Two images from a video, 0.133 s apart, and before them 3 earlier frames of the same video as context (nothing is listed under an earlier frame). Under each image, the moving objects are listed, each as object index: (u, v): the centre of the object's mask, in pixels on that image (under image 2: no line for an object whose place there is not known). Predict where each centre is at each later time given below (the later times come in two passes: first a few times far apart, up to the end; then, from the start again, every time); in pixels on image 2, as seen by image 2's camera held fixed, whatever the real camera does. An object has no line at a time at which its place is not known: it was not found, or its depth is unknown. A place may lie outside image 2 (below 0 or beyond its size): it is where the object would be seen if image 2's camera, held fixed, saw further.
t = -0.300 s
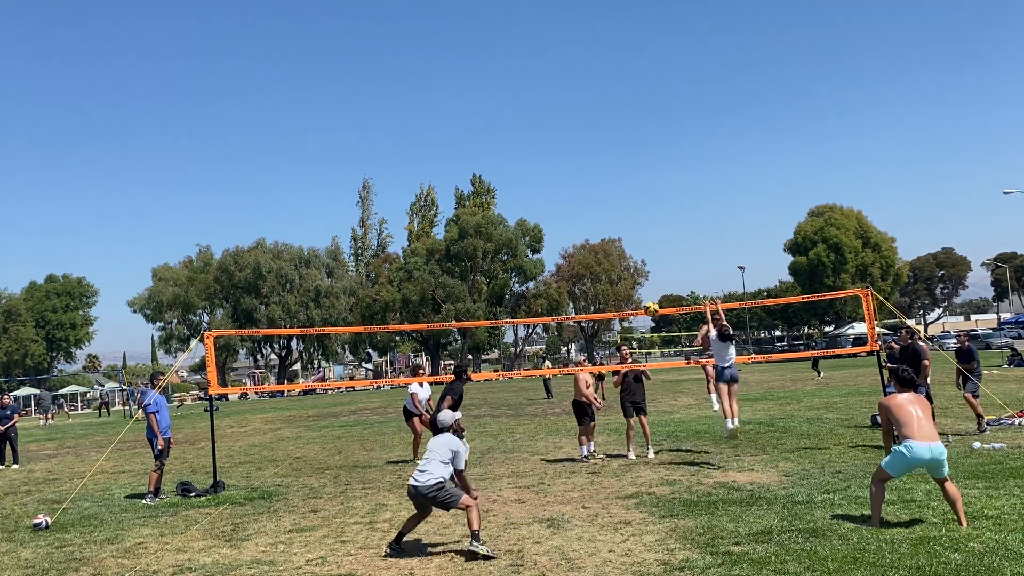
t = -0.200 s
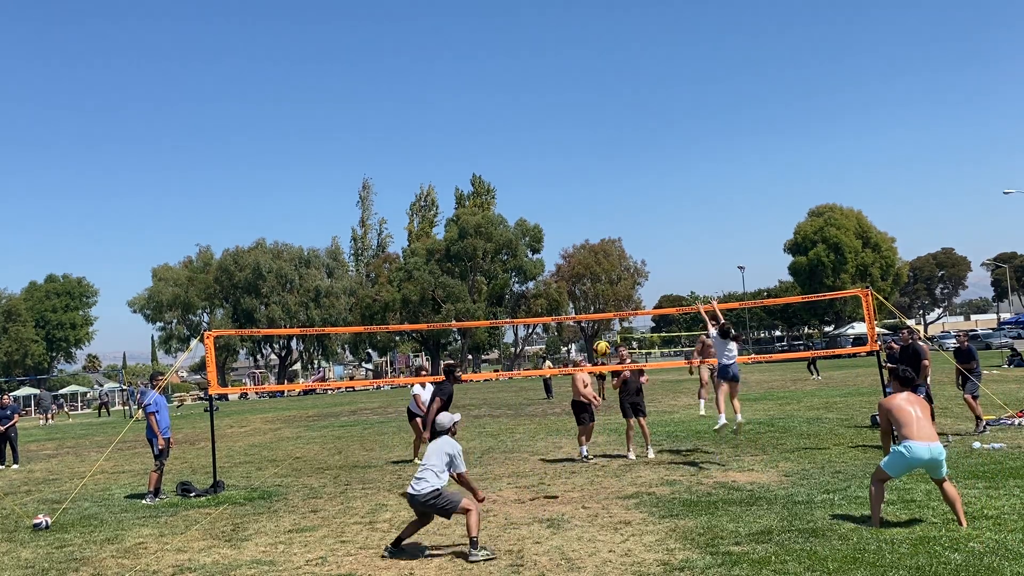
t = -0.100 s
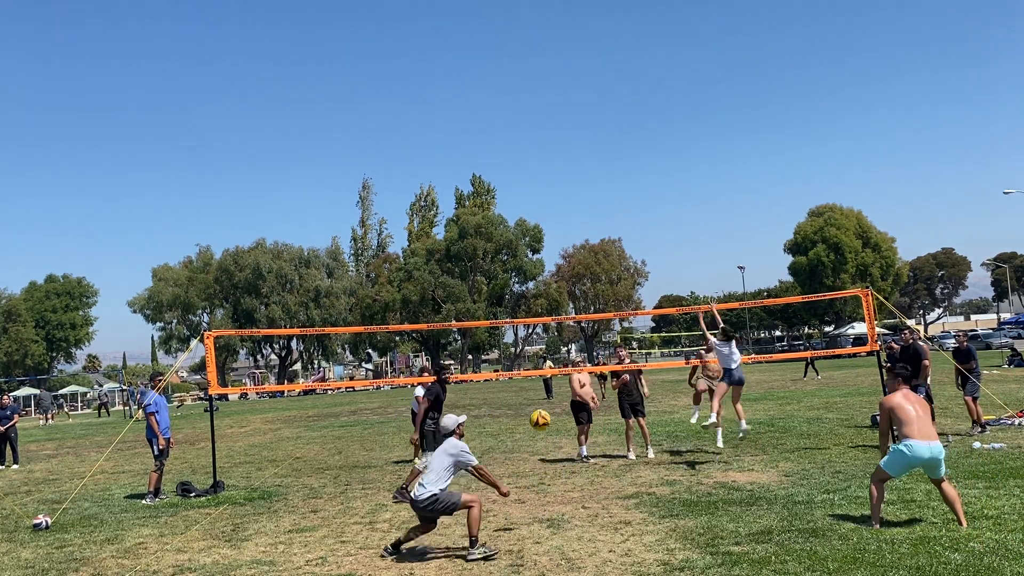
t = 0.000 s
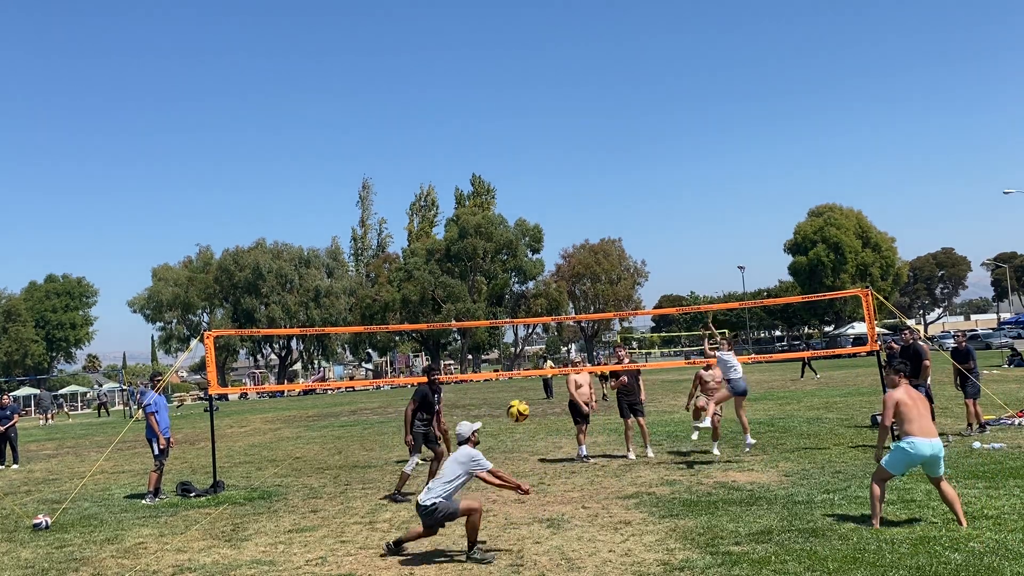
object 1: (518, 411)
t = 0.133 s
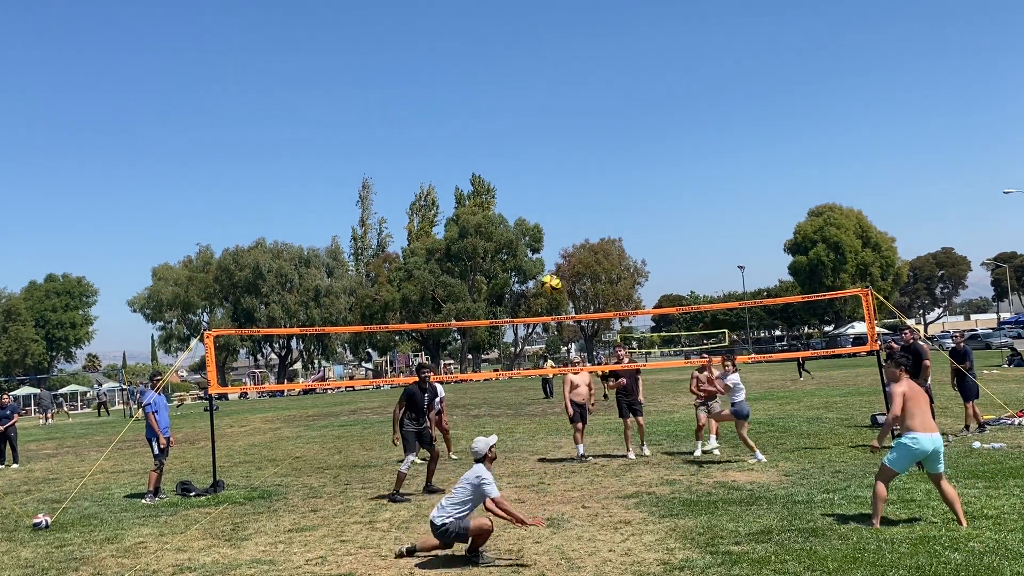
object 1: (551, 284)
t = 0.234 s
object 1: (573, 212)
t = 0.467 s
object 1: (625, 91)
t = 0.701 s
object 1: (673, 30)
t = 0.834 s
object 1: (700, 18)
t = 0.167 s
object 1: (558, 259)
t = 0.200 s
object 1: (566, 234)
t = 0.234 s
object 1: (573, 212)
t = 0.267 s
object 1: (581, 190)
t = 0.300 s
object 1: (588, 170)
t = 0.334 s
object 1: (596, 152)
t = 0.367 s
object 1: (603, 135)
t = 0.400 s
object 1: (610, 119)
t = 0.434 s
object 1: (617, 104)
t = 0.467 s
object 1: (625, 91)
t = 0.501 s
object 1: (632, 79)
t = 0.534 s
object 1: (639, 68)
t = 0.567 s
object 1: (645, 58)
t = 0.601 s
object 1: (652, 50)
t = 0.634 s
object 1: (659, 42)
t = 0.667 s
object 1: (666, 36)
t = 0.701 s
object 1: (673, 30)
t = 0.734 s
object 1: (680, 26)
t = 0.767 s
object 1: (686, 23)
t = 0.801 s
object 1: (693, 20)
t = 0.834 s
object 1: (700, 18)
